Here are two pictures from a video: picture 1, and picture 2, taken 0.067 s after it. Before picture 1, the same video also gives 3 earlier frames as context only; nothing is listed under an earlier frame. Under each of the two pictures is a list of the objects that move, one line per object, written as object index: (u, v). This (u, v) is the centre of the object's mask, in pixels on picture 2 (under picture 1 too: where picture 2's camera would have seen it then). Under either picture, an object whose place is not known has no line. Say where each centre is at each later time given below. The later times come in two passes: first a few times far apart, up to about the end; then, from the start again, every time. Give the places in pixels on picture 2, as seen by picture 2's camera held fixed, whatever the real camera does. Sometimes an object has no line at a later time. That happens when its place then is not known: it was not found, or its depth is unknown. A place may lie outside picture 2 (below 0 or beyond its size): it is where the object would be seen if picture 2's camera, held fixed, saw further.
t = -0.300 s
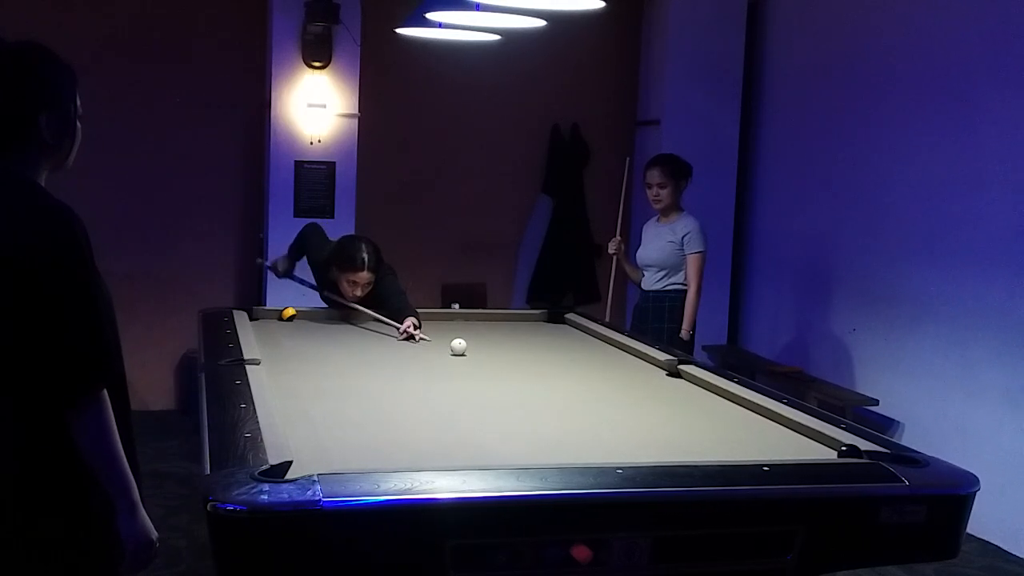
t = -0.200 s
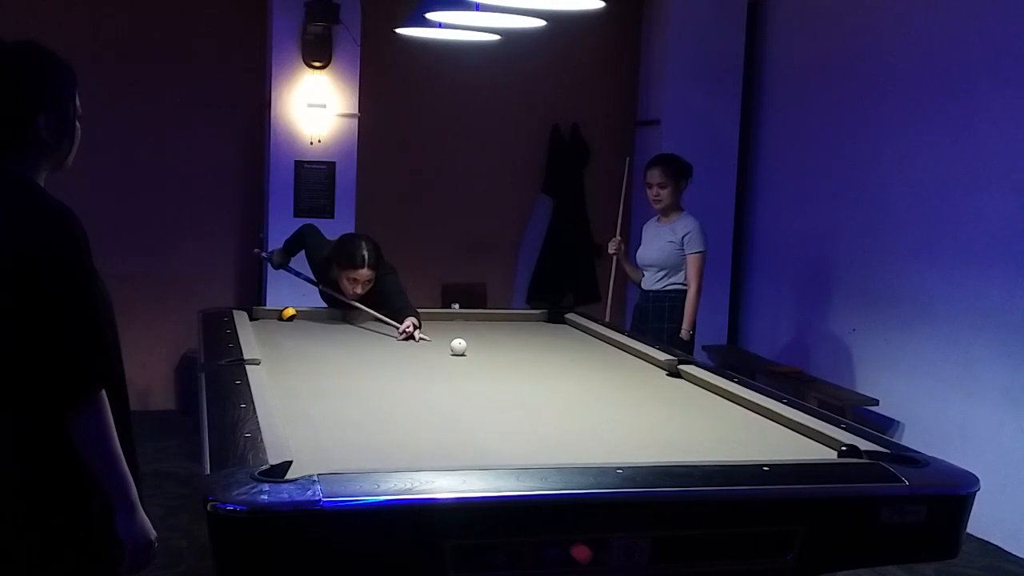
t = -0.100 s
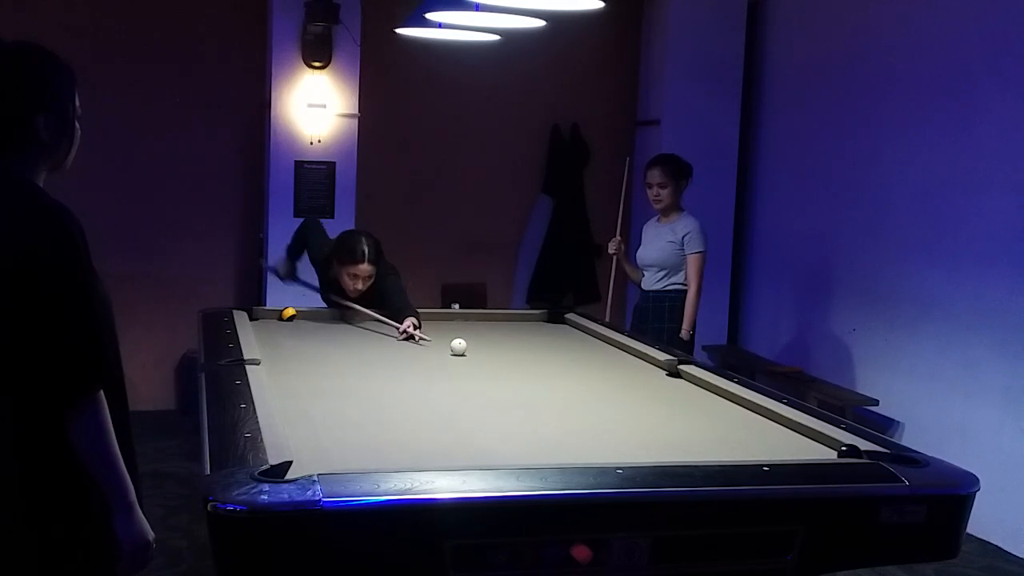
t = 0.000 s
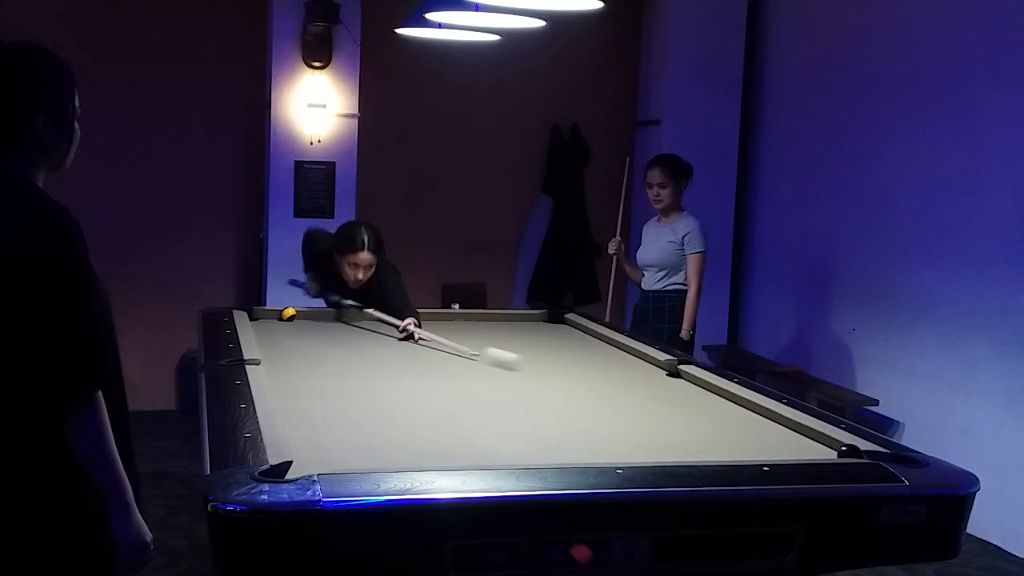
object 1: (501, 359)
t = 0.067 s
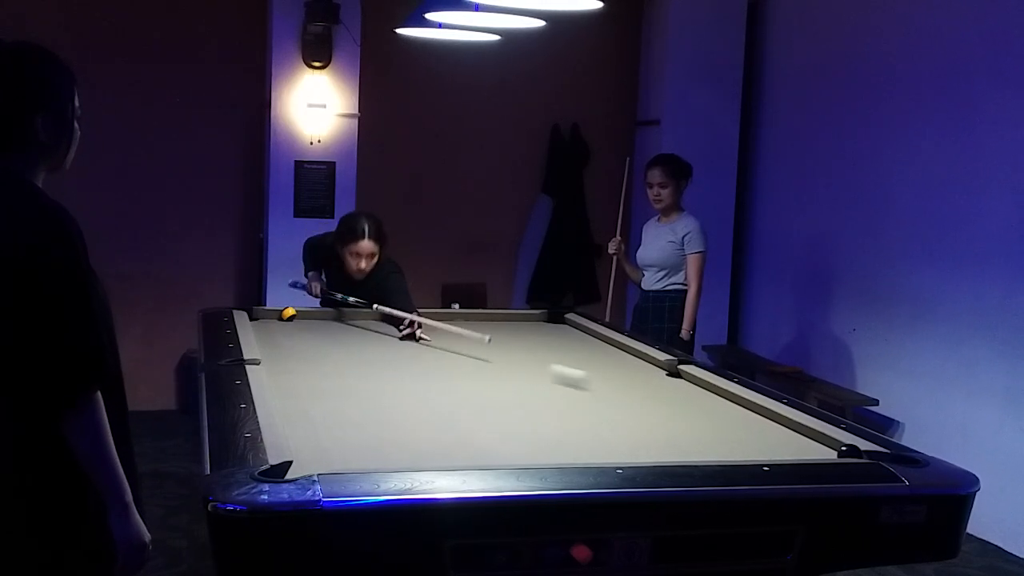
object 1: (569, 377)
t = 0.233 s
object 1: (772, 432)
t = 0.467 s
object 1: (778, 454)
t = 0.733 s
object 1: (675, 454)
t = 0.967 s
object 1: (588, 452)
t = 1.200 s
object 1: (502, 451)
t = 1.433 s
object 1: (420, 448)
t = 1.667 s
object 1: (339, 445)
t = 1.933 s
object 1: (320, 439)
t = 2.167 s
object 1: (354, 431)
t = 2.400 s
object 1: (384, 424)
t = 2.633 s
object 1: (411, 419)
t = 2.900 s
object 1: (439, 413)
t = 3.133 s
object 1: (461, 408)
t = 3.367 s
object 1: (481, 403)
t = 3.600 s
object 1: (498, 400)
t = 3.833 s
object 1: (514, 397)
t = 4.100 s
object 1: (530, 393)
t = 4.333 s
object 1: (542, 390)
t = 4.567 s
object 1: (553, 388)
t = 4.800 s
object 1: (562, 386)
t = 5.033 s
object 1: (570, 384)
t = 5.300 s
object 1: (577, 381)
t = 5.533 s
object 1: (582, 379)
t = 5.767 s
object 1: (586, 378)
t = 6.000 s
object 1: (589, 377)
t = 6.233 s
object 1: (591, 377)
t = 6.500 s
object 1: (593, 376)
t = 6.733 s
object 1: (593, 375)
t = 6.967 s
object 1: (594, 375)
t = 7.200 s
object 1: (594, 375)
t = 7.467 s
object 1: (594, 375)
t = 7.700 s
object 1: (594, 375)
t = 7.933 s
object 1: (594, 375)
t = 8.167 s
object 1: (594, 375)
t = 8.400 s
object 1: (594, 375)
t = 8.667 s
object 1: (594, 375)
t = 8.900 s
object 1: (594, 375)
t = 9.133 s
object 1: (594, 376)
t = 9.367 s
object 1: (594, 376)
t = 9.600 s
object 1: (594, 376)
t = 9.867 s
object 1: (594, 376)
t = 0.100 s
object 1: (604, 386)
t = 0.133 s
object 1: (644, 396)
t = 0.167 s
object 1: (684, 408)
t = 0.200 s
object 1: (727, 420)
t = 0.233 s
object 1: (772, 432)
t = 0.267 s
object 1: (817, 443)
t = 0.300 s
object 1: (835, 449)
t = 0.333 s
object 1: (823, 450)
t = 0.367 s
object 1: (812, 451)
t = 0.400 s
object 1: (801, 452)
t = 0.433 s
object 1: (790, 453)
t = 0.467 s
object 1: (778, 454)
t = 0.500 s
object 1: (766, 455)
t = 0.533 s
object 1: (752, 455)
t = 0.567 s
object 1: (739, 455)
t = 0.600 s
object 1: (726, 455)
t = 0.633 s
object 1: (714, 454)
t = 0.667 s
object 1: (701, 454)
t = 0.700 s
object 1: (689, 454)
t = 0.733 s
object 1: (675, 454)
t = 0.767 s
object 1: (663, 454)
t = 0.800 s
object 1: (651, 453)
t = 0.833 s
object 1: (638, 454)
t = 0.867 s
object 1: (625, 453)
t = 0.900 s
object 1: (613, 453)
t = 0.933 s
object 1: (600, 453)
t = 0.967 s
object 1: (588, 452)
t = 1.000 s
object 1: (576, 452)
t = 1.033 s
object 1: (564, 452)
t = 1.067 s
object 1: (551, 452)
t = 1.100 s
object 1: (538, 452)
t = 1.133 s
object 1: (527, 451)
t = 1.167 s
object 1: (514, 451)
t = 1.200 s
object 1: (502, 451)
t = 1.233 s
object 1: (490, 450)
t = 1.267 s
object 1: (478, 450)
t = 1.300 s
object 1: (466, 450)
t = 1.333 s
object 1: (455, 449)
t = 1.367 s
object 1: (443, 449)
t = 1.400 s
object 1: (431, 448)
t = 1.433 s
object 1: (420, 448)
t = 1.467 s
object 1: (408, 447)
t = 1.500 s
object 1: (396, 446)
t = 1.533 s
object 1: (385, 446)
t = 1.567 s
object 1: (373, 446)
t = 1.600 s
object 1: (362, 445)
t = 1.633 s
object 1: (350, 445)
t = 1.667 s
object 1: (339, 445)
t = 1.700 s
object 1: (327, 444)
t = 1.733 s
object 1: (316, 444)
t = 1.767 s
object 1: (305, 444)
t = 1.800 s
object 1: (299, 444)
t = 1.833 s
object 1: (304, 442)
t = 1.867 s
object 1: (309, 440)
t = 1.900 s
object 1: (314, 440)
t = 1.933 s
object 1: (320, 439)
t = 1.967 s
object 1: (325, 437)
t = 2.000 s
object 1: (330, 436)
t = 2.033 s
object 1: (334, 435)
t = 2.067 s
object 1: (340, 434)
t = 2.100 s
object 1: (344, 433)
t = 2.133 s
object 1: (349, 432)
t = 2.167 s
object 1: (354, 431)
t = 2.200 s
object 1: (358, 430)
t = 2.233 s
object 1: (363, 429)
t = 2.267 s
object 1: (367, 428)
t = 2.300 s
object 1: (371, 427)
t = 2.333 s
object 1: (376, 426)
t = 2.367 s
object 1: (380, 426)
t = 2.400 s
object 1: (384, 424)
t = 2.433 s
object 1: (388, 424)
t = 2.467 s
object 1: (392, 423)
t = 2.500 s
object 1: (396, 422)
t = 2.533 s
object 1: (400, 421)
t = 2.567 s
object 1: (404, 420)
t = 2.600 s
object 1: (408, 420)
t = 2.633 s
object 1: (411, 419)
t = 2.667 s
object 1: (415, 418)
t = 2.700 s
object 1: (419, 417)
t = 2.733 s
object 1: (422, 417)
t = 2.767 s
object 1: (426, 416)
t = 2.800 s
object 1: (429, 415)
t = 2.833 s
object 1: (432, 414)
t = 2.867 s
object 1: (436, 414)
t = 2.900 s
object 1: (439, 413)
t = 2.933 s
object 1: (442, 412)
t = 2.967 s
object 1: (446, 411)
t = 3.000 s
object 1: (449, 411)
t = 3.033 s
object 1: (452, 410)
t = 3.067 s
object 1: (455, 409)
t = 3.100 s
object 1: (458, 409)
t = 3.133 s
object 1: (461, 408)
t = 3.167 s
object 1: (464, 407)
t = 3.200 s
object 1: (467, 407)
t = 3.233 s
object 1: (469, 406)
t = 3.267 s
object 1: (472, 406)
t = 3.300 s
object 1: (475, 405)
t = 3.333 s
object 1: (477, 405)
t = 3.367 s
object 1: (481, 403)
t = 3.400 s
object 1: (483, 403)
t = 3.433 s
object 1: (486, 403)
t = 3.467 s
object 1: (488, 402)
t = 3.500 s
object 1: (491, 402)
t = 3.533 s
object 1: (493, 401)
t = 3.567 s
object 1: (496, 401)
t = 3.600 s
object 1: (498, 400)
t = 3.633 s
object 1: (501, 400)
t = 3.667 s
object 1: (503, 399)
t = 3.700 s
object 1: (505, 399)
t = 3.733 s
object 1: (507, 398)
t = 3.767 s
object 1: (510, 397)
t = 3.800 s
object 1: (512, 397)
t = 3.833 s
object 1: (514, 397)
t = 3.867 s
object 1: (516, 396)
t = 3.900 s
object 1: (518, 396)
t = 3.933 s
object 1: (520, 395)
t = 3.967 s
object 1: (522, 395)
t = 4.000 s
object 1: (524, 394)
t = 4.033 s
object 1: (526, 394)
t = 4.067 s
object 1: (528, 393)
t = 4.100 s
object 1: (530, 393)
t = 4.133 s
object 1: (532, 392)
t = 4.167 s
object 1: (533, 392)
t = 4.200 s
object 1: (535, 392)
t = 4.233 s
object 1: (537, 391)
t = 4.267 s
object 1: (539, 391)
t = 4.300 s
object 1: (541, 390)
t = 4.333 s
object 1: (542, 390)
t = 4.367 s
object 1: (544, 390)
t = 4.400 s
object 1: (546, 389)
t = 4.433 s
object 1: (547, 389)
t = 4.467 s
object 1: (549, 388)
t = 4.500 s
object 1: (550, 388)
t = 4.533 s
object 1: (551, 388)
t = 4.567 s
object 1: (553, 388)
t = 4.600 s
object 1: (554, 387)
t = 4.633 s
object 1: (556, 387)
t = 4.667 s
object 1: (557, 387)
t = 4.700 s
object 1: (558, 386)
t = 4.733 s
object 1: (559, 386)
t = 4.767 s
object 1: (561, 386)
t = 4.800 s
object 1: (562, 386)
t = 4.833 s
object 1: (563, 385)
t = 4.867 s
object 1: (564, 385)
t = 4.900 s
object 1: (565, 385)
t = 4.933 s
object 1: (567, 384)
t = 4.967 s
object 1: (567, 384)
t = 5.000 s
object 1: (569, 384)
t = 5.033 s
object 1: (570, 384)
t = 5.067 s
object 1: (571, 383)
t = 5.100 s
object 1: (571, 383)
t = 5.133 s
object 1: (572, 383)
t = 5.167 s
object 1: (573, 382)
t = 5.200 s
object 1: (575, 382)
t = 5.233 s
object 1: (575, 382)
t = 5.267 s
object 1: (576, 382)
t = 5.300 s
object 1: (577, 381)
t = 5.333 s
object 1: (578, 381)
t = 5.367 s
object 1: (578, 381)
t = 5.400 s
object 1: (579, 381)
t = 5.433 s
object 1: (580, 380)
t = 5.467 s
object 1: (581, 380)
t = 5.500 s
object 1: (581, 380)
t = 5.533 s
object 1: (582, 379)
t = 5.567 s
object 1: (583, 379)
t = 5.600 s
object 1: (584, 379)
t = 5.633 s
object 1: (584, 379)
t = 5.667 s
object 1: (585, 379)
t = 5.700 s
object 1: (585, 379)
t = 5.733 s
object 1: (586, 379)
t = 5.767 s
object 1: (586, 378)
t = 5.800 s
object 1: (587, 378)
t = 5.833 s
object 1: (587, 378)
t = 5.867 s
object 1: (588, 378)
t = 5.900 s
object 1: (588, 378)
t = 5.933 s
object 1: (589, 378)
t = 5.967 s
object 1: (589, 377)
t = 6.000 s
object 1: (589, 377)
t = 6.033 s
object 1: (589, 377)
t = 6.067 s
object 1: (590, 377)
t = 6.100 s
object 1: (590, 377)
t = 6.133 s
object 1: (590, 377)
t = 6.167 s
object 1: (591, 377)
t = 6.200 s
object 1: (591, 376)
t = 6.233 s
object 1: (591, 377)
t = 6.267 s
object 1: (592, 376)
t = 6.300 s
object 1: (592, 376)
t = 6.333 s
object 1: (592, 376)
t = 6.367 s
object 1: (592, 376)
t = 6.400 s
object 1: (592, 376)
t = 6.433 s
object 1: (592, 376)
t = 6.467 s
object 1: (592, 376)
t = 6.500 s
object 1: (593, 376)
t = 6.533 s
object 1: (593, 376)
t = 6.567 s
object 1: (593, 376)
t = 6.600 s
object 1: (593, 376)
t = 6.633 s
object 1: (593, 376)
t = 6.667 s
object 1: (593, 376)
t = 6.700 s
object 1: (593, 376)
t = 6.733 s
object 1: (593, 375)
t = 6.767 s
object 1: (593, 375)
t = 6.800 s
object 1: (594, 375)
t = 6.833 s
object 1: (593, 375)
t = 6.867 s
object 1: (594, 375)
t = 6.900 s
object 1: (593, 375)
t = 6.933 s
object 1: (594, 375)
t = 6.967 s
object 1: (594, 375)
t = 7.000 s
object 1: (594, 375)
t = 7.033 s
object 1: (594, 375)
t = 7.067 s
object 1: (594, 375)
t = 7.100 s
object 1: (594, 375)
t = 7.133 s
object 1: (594, 375)
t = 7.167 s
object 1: (594, 375)
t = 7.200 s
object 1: (594, 375)
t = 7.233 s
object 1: (594, 375)
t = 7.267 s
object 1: (594, 375)
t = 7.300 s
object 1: (594, 375)
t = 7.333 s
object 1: (594, 375)
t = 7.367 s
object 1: (594, 375)
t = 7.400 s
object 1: (594, 375)
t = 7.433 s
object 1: (594, 375)
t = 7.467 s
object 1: (594, 375)
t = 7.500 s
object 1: (594, 375)
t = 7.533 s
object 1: (594, 375)
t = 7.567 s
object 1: (594, 375)
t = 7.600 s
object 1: (594, 375)
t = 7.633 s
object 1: (594, 375)
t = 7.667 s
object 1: (594, 375)
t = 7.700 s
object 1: (594, 375)
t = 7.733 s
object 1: (594, 375)
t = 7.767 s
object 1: (594, 375)
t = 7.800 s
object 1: (594, 375)
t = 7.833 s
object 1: (594, 375)
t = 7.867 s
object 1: (594, 375)
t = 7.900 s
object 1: (594, 375)
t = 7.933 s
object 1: (594, 375)
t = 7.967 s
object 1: (594, 375)
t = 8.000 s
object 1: (594, 375)
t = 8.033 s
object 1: (594, 375)
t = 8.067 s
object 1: (594, 375)
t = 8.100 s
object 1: (594, 375)
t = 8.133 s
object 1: (594, 375)
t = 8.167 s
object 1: (594, 375)
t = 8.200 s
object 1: (594, 375)
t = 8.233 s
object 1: (594, 375)
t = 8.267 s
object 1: (594, 375)
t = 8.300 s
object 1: (594, 375)
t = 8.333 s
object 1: (594, 375)
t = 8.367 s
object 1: (594, 375)
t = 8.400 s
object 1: (594, 375)
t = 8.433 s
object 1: (594, 375)
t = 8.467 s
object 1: (594, 375)
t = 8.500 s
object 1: (594, 375)
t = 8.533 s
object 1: (594, 375)
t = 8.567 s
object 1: (594, 375)
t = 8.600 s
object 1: (594, 375)
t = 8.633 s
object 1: (594, 375)
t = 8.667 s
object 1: (594, 375)
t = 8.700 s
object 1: (594, 375)
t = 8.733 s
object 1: (594, 375)
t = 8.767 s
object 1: (594, 375)
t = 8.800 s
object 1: (594, 375)
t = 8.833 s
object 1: (594, 375)
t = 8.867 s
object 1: (594, 375)
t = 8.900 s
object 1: (594, 375)
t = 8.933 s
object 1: (594, 375)
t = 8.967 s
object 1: (594, 375)
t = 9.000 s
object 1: (594, 375)
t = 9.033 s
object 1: (594, 375)
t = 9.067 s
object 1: (594, 375)
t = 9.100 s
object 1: (594, 376)
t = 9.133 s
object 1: (594, 376)
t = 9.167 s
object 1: (594, 376)
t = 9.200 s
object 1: (594, 376)
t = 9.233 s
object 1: (594, 376)
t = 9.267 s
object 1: (594, 376)
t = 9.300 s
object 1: (594, 376)
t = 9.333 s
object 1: (594, 376)
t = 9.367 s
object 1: (594, 376)
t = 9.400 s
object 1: (594, 376)
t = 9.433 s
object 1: (594, 376)
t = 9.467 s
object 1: (594, 376)
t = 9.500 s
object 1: (594, 376)
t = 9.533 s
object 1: (594, 376)
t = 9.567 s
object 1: (594, 376)
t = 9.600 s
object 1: (594, 376)
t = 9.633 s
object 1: (594, 376)
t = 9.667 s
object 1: (594, 376)
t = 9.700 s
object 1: (594, 376)
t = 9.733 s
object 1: (594, 376)
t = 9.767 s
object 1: (594, 376)
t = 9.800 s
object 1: (594, 376)
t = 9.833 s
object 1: (594, 376)
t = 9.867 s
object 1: (594, 376)
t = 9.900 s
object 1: (594, 376)
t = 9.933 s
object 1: (594, 376)
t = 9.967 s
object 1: (594, 376)
